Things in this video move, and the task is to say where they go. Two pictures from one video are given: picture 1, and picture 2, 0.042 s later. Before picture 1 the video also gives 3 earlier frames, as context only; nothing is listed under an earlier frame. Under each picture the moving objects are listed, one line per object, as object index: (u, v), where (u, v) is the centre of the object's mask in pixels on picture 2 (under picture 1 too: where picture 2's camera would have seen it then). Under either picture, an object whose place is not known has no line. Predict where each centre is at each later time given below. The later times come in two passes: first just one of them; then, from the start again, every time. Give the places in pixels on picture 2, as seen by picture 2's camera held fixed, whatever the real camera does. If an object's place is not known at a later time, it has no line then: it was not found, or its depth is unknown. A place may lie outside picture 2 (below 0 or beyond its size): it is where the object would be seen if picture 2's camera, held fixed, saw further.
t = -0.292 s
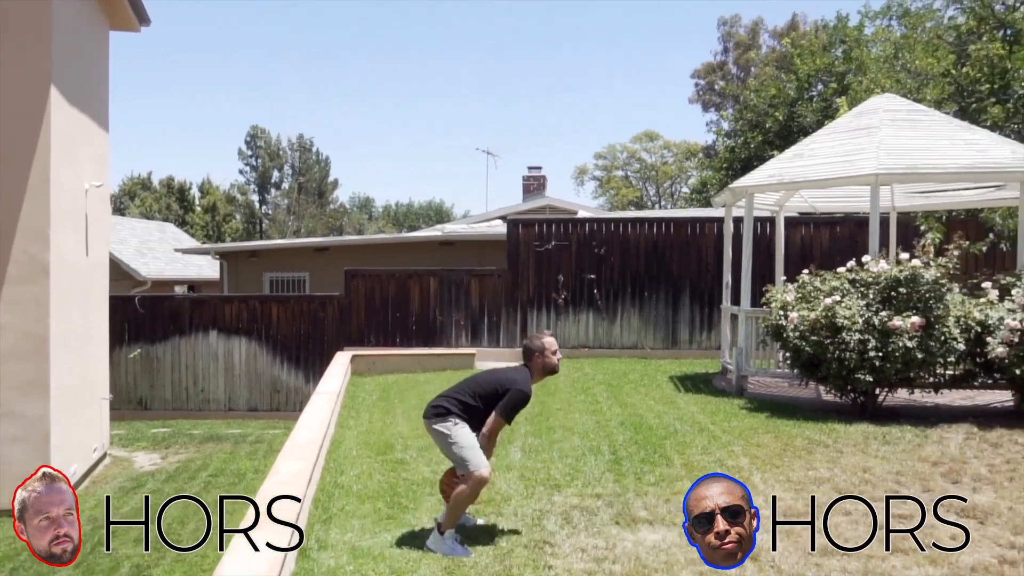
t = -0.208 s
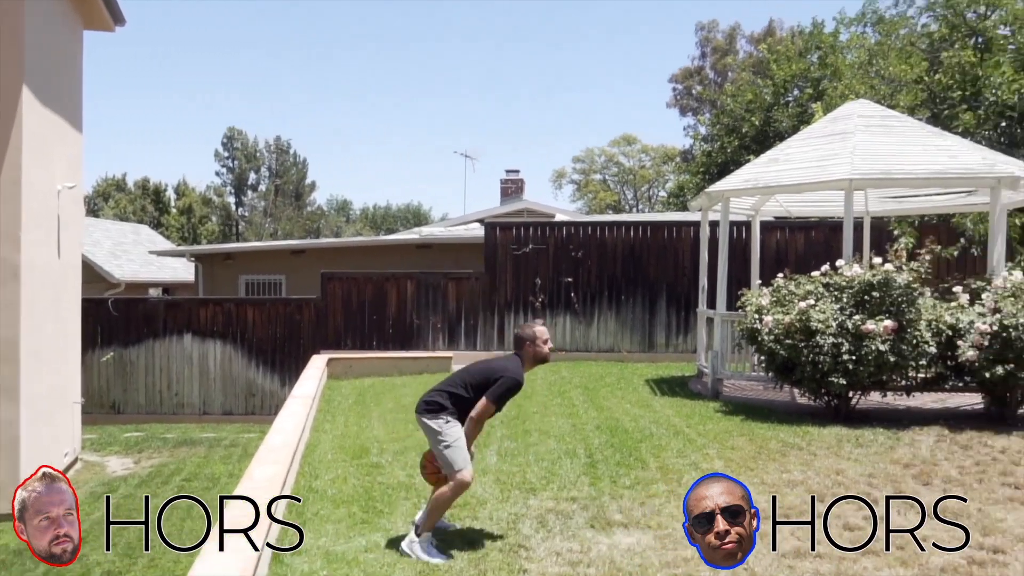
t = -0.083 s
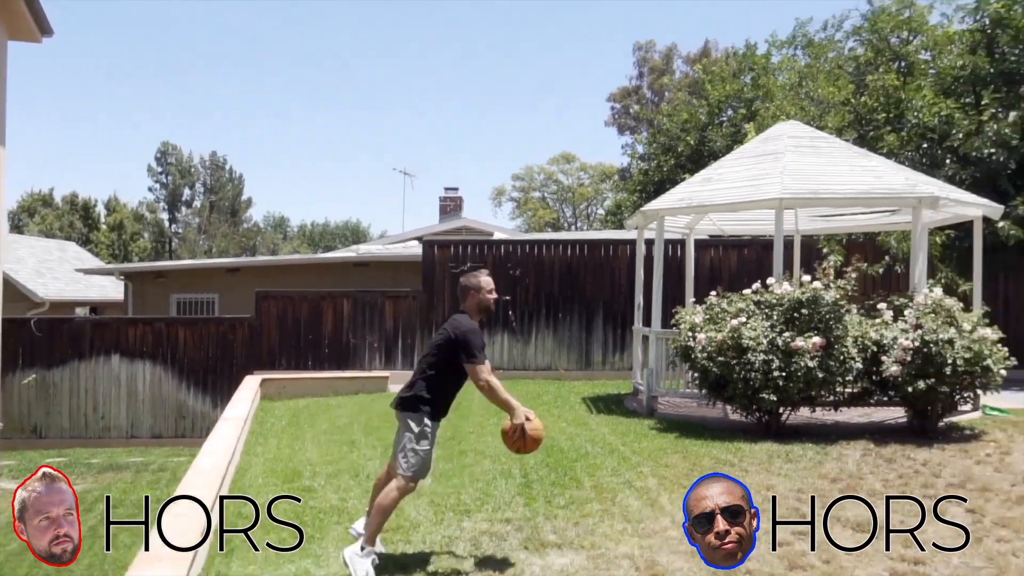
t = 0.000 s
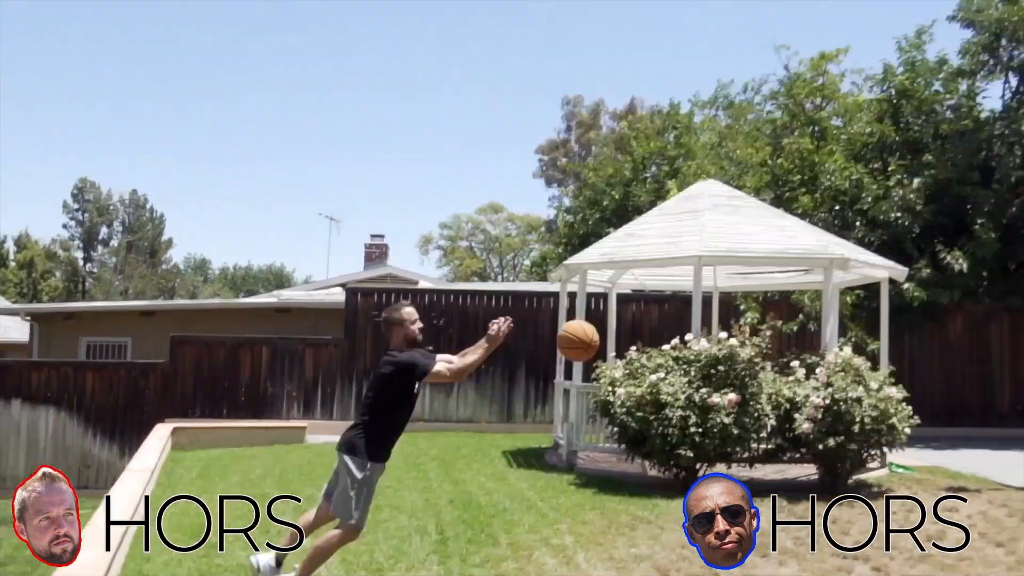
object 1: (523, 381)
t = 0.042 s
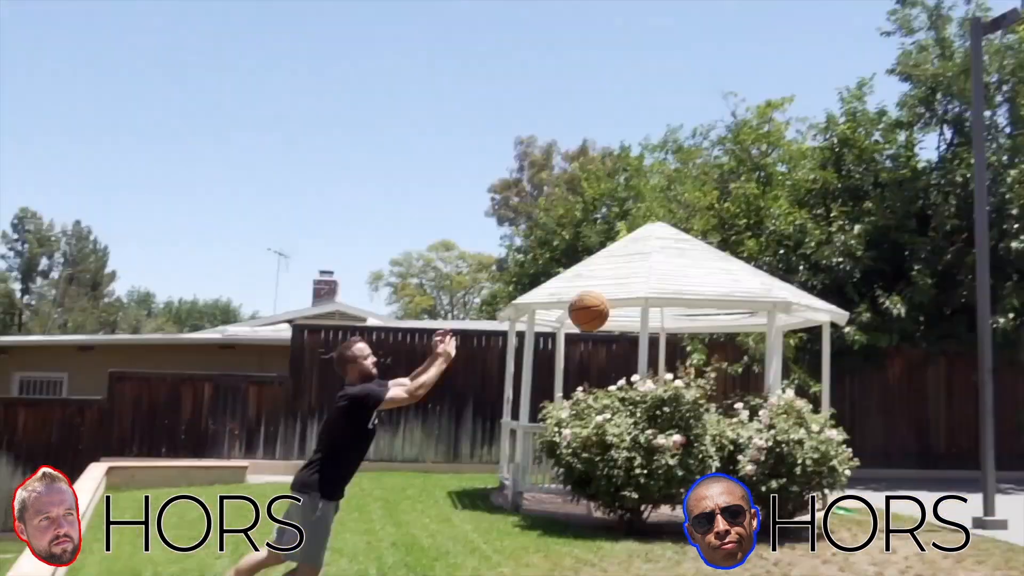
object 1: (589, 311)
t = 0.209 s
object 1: (814, 81)
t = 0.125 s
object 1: (706, 187)
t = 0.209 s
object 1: (814, 81)
